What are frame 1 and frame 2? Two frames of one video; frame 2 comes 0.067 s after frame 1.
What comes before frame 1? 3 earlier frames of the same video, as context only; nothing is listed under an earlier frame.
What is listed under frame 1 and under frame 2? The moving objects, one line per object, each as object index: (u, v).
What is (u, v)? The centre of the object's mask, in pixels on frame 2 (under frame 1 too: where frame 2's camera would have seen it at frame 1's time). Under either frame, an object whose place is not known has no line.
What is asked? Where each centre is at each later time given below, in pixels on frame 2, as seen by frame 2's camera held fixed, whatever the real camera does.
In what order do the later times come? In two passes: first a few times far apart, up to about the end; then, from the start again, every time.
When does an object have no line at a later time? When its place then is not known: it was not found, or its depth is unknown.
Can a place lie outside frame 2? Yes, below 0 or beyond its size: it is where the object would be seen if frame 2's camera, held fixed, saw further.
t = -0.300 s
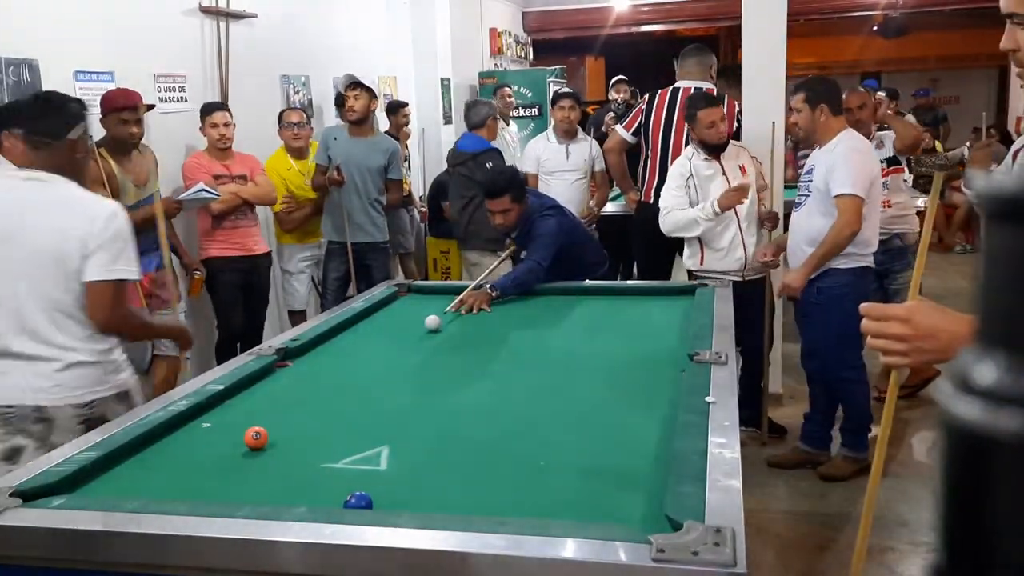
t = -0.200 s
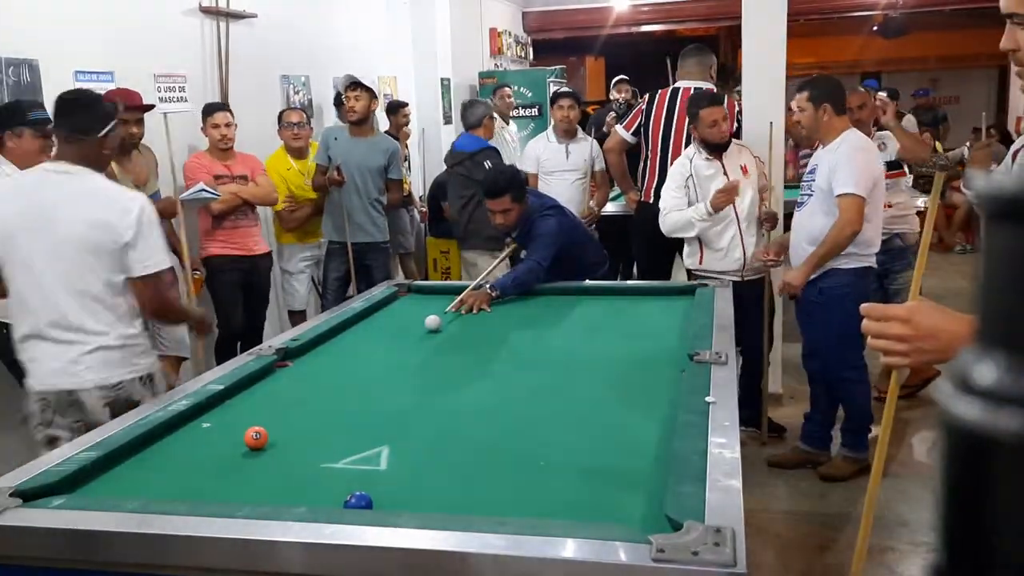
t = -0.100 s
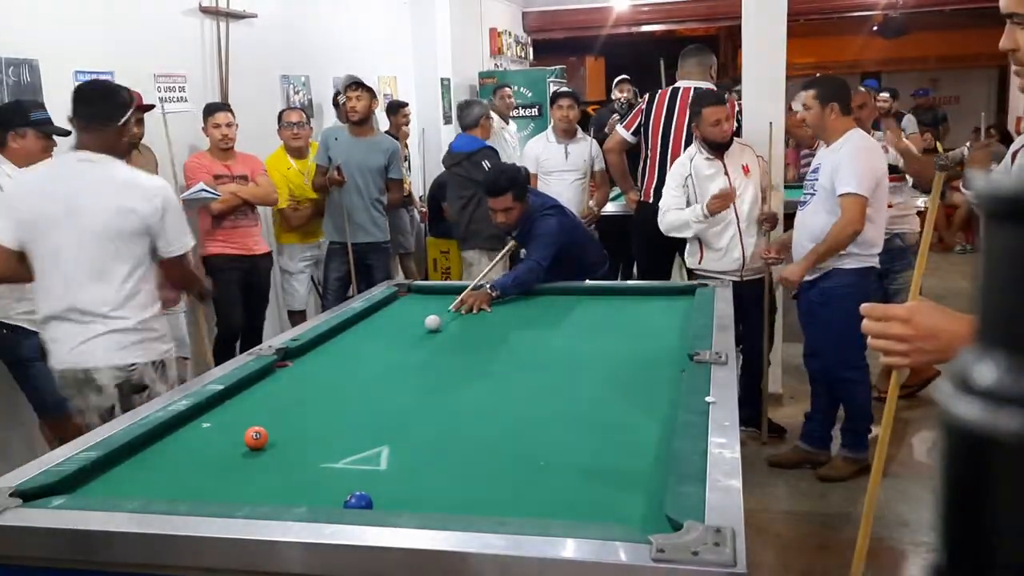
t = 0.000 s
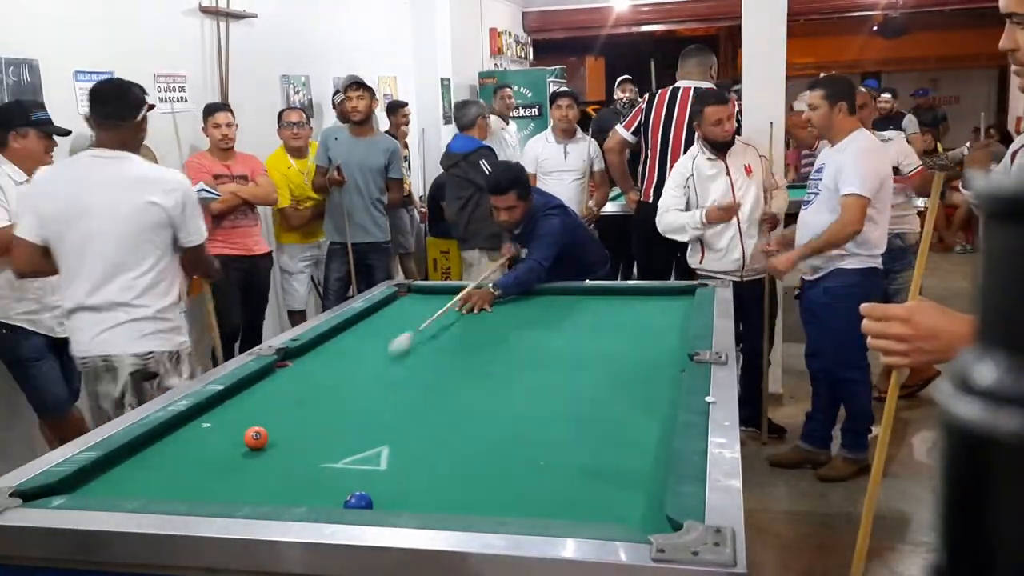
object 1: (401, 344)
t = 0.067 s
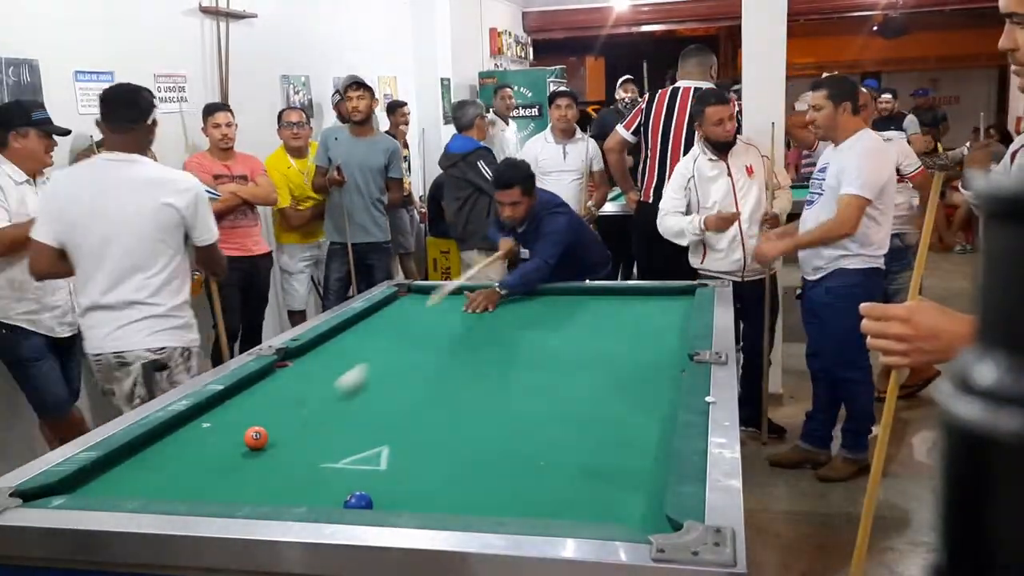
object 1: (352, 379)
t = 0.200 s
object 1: (292, 464)
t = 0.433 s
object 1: (482, 431)
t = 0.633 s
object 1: (602, 384)
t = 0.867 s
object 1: (661, 346)
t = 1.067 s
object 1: (626, 323)
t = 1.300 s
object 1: (594, 301)
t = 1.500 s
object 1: (564, 291)
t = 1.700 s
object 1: (509, 301)
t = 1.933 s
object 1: (444, 311)
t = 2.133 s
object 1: (378, 317)
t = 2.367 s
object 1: (385, 321)
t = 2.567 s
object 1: (388, 324)
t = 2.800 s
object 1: (392, 327)
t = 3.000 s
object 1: (392, 330)
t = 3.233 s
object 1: (396, 333)
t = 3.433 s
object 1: (399, 334)
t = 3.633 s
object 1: (400, 336)
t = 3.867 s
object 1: (401, 337)
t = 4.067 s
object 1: (404, 338)
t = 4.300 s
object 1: (404, 339)
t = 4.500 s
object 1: (404, 339)
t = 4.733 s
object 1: (404, 339)
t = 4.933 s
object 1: (404, 339)
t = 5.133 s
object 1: (404, 339)
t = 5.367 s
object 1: (404, 339)
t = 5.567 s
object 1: (404, 339)
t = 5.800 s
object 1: (404, 339)
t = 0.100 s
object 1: (322, 400)
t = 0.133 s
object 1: (288, 424)
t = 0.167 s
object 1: (285, 443)
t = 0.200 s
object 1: (292, 464)
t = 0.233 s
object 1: (299, 483)
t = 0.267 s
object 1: (319, 493)
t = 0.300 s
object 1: (353, 477)
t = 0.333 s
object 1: (394, 463)
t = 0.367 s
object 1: (426, 452)
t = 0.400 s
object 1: (455, 441)
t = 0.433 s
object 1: (482, 431)
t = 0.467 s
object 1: (507, 421)
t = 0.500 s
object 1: (529, 412)
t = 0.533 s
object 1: (549, 404)
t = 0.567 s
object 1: (568, 397)
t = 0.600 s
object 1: (586, 390)
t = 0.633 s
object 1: (602, 384)
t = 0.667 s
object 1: (618, 378)
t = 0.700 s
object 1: (633, 372)
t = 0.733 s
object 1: (647, 366)
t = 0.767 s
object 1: (662, 361)
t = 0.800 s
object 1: (673, 356)
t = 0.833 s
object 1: (669, 351)
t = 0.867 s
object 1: (661, 346)
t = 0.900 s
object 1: (654, 342)
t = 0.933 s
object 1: (648, 338)
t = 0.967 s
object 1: (642, 334)
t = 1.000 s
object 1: (637, 330)
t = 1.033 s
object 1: (631, 326)
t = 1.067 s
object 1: (626, 323)
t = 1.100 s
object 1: (621, 320)
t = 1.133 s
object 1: (616, 316)
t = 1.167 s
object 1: (611, 312)
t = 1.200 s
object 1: (607, 309)
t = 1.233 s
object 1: (602, 307)
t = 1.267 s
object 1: (598, 303)
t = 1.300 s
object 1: (594, 301)
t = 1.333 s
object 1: (590, 298)
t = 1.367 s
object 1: (586, 296)
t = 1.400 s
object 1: (583, 293)
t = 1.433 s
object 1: (580, 290)
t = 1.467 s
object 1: (572, 290)
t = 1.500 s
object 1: (564, 291)
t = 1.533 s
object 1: (554, 293)
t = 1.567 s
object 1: (545, 295)
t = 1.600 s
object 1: (536, 296)
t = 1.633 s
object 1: (528, 298)
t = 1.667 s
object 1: (518, 299)
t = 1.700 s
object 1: (509, 301)
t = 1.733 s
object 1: (501, 302)
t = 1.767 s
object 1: (491, 303)
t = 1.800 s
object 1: (482, 305)
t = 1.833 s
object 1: (472, 306)
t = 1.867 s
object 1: (463, 308)
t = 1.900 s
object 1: (453, 309)
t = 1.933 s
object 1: (444, 311)
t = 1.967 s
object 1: (434, 312)
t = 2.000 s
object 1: (425, 313)
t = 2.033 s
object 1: (412, 313)
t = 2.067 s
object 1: (401, 315)
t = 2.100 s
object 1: (390, 317)
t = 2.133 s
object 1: (378, 317)
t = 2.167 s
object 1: (366, 317)
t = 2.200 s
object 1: (363, 317)
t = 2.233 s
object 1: (370, 318)
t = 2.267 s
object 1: (378, 319)
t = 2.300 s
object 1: (383, 320)
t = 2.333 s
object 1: (385, 320)
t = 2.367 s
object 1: (385, 321)
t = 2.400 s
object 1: (386, 321)
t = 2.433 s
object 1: (386, 322)
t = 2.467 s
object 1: (387, 322)
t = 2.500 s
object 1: (387, 323)
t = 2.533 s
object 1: (388, 323)
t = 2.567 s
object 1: (388, 324)
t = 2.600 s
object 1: (389, 325)
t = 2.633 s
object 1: (389, 325)
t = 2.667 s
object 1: (389, 325)
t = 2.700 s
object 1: (390, 326)
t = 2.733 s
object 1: (391, 326)
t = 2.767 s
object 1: (391, 327)
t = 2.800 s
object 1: (392, 327)
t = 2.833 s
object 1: (392, 328)
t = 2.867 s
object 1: (391, 328)
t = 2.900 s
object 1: (391, 329)
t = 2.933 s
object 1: (391, 329)
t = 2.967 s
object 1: (392, 330)
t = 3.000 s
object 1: (392, 330)
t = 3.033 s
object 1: (393, 331)
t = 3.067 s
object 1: (394, 331)
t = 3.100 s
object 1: (394, 331)
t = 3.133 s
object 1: (395, 332)
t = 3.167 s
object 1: (396, 332)
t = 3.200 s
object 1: (396, 332)
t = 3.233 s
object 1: (396, 333)
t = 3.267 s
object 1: (397, 333)
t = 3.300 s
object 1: (397, 333)
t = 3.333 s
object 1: (398, 334)
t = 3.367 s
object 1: (398, 334)
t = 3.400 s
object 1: (398, 334)
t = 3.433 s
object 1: (399, 334)
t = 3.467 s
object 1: (399, 335)
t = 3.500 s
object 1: (399, 335)
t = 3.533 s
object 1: (400, 335)
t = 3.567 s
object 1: (400, 336)
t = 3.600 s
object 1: (400, 336)
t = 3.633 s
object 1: (400, 336)
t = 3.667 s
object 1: (401, 336)
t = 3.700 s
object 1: (401, 337)
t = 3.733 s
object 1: (401, 337)
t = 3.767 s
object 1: (401, 337)
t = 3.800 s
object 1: (401, 337)
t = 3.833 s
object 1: (402, 337)
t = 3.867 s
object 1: (401, 337)
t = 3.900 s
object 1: (401, 337)
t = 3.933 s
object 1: (401, 338)
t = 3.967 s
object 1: (402, 338)
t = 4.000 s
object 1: (402, 338)
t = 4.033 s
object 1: (403, 338)
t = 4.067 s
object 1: (404, 338)
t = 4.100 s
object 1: (404, 338)
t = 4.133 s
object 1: (404, 338)
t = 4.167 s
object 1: (404, 338)
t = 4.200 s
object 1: (404, 338)
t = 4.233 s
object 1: (404, 338)
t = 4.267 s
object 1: (404, 339)
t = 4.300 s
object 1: (404, 339)
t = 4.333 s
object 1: (404, 339)
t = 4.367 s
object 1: (404, 339)
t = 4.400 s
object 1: (404, 339)
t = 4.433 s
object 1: (404, 339)
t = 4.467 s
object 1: (404, 339)
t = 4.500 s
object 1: (404, 339)
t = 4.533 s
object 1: (404, 339)
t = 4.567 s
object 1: (404, 339)
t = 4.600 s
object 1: (404, 339)
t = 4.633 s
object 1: (404, 339)
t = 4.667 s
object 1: (404, 339)
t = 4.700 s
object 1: (404, 339)
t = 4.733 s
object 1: (404, 339)
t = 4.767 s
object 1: (404, 339)
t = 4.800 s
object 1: (404, 339)
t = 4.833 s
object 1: (404, 339)
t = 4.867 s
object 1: (404, 339)
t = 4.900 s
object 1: (404, 339)
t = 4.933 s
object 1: (404, 339)
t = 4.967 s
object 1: (404, 339)
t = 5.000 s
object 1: (404, 339)
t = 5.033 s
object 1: (404, 339)
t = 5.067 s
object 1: (404, 339)
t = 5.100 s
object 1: (404, 339)
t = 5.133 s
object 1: (404, 339)
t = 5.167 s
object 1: (404, 339)
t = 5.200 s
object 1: (404, 339)
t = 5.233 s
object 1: (404, 339)
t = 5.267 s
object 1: (404, 339)
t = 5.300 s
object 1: (404, 339)
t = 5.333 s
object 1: (404, 339)
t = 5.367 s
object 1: (404, 339)
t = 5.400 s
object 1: (404, 339)
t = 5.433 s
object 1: (404, 339)
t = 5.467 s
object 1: (404, 339)
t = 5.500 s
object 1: (404, 339)
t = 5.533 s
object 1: (404, 339)
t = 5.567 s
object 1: (404, 339)
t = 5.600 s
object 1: (404, 339)
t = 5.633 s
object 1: (404, 339)
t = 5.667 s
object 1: (404, 339)
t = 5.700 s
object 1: (404, 339)
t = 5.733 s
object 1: (404, 339)
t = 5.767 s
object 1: (404, 339)
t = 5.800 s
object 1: (404, 339)
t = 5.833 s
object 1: (404, 339)
